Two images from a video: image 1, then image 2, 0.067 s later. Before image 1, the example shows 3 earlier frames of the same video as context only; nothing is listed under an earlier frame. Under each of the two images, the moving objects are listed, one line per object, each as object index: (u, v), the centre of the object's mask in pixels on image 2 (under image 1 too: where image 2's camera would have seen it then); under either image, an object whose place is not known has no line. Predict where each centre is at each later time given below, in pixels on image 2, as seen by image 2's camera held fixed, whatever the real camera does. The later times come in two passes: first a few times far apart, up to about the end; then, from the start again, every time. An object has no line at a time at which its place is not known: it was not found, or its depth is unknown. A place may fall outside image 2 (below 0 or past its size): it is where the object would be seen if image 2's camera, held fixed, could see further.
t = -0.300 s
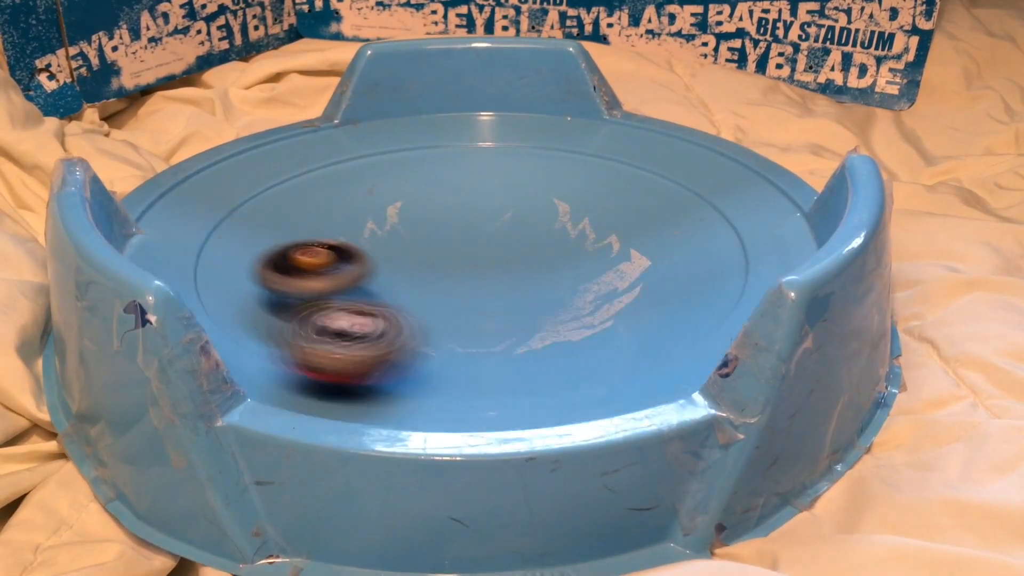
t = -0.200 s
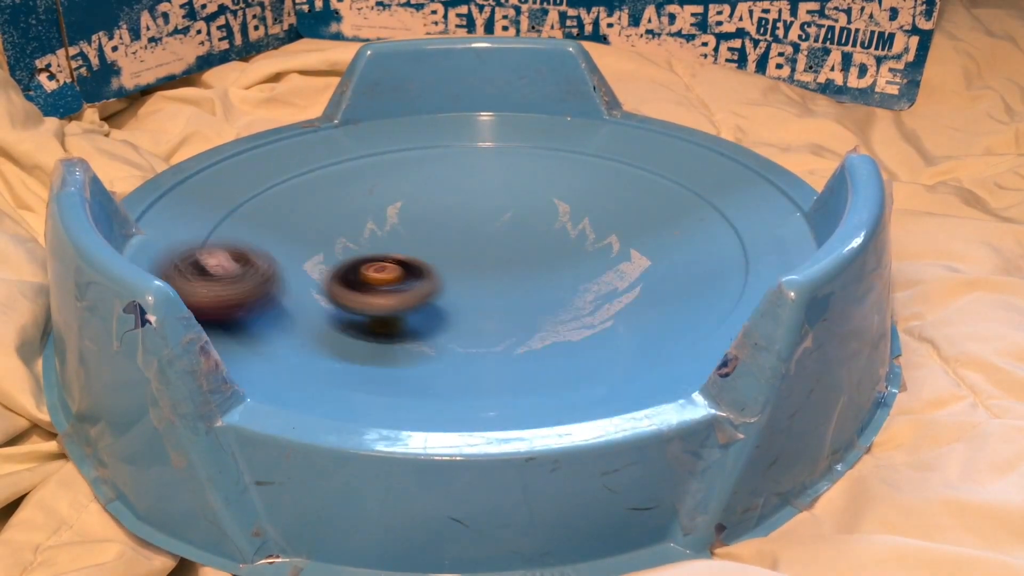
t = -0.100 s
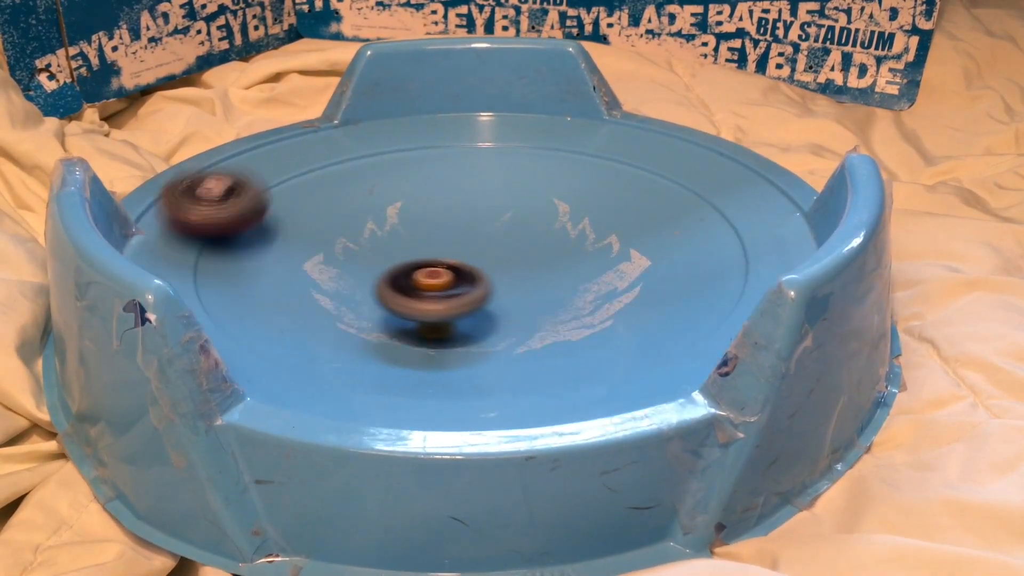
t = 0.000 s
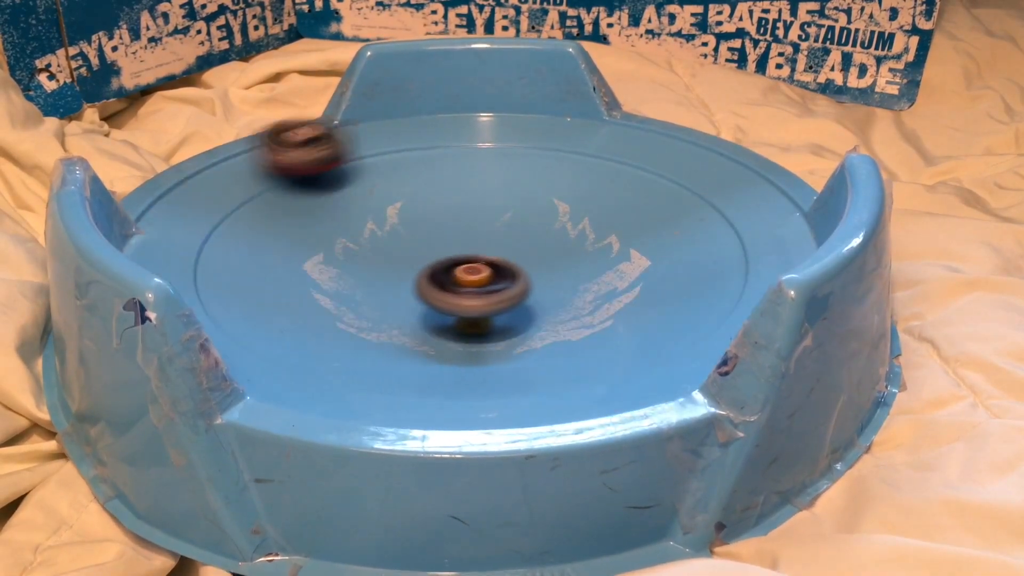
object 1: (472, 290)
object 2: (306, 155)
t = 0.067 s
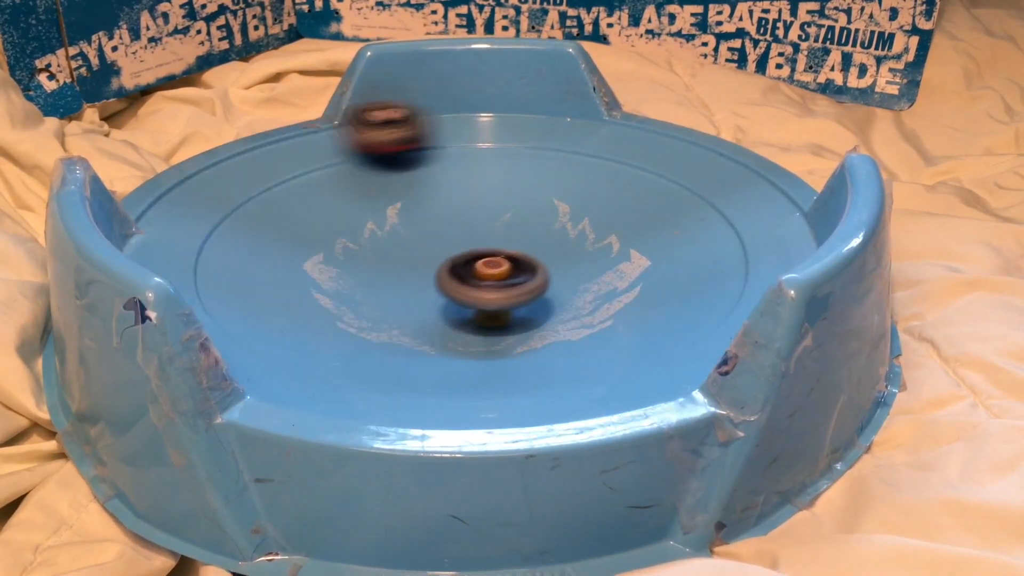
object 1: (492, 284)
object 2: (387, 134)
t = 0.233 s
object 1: (511, 264)
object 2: (595, 142)
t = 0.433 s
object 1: (493, 243)
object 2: (734, 239)
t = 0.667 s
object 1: (441, 237)
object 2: (258, 314)
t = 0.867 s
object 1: (448, 253)
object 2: (473, 128)
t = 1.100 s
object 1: (473, 235)
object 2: (559, 352)
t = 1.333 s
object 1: (460, 244)
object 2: (330, 147)
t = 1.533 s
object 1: (494, 235)
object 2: (730, 221)
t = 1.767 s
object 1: (479, 247)
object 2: (206, 259)
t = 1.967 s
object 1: (507, 240)
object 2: (549, 134)
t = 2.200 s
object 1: (485, 257)
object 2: (522, 357)
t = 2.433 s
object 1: (489, 247)
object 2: (326, 149)
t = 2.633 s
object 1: (482, 266)
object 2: (718, 203)
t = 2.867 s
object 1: (455, 252)
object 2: (242, 299)
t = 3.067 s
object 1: (476, 263)
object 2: (443, 131)
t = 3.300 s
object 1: (435, 247)
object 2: (689, 304)
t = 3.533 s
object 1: (477, 249)
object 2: (217, 214)
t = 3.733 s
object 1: (440, 237)
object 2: (578, 139)
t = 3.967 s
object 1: (486, 245)
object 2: (532, 352)
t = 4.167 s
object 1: (462, 234)
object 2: (243, 192)
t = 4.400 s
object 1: (501, 244)
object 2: (664, 169)
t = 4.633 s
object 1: (470, 245)
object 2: (365, 345)
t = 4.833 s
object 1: (509, 252)
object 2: (324, 157)
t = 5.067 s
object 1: (466, 252)
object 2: (709, 223)
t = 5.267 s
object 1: (498, 261)
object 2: (315, 326)
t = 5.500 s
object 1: (452, 253)
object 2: (437, 142)
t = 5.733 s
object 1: (483, 257)
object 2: (674, 294)
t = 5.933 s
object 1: (441, 246)
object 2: (241, 260)
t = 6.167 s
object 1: (476, 249)
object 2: (562, 153)
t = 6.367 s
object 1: (445, 238)
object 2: (598, 327)
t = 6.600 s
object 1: (484, 247)
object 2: (290, 195)
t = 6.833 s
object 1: (461, 237)
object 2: (664, 205)
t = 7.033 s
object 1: (497, 249)
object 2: (378, 329)
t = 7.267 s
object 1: (471, 242)
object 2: (433, 159)
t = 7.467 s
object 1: (499, 257)
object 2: (666, 266)
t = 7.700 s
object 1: (465, 249)
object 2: (273, 244)
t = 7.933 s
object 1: (496, 257)
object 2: (602, 183)
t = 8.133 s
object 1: (447, 248)
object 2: (476, 332)
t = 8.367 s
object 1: (482, 258)
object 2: (386, 175)
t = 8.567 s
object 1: (447, 239)
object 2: (657, 241)
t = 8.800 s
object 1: (478, 253)
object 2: (291, 267)
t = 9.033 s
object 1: (455, 232)
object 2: (566, 179)
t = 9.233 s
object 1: (477, 250)
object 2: (519, 325)
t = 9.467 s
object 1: (481, 235)
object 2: (366, 188)
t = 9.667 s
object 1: (479, 254)
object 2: (640, 231)
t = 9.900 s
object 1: (489, 242)
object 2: (312, 277)
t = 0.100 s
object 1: (500, 280)
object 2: (431, 130)
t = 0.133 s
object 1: (505, 276)
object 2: (475, 128)
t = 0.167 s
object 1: (509, 271)
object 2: (518, 130)
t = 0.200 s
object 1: (511, 268)
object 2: (558, 135)
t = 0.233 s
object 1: (511, 264)
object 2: (595, 142)
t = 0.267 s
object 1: (510, 260)
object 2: (630, 153)
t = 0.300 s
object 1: (508, 256)
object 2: (662, 165)
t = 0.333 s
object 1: (506, 252)
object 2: (690, 175)
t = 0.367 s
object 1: (502, 248)
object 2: (712, 195)
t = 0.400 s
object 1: (498, 245)
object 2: (727, 216)
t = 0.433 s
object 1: (493, 243)
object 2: (734, 239)
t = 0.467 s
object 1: (487, 240)
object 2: (729, 262)
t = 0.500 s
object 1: (482, 239)
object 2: (710, 286)
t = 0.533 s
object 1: (476, 238)
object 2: (677, 310)
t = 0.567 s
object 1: (471, 236)
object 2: (627, 331)
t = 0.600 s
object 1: (459, 236)
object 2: (496, 359)
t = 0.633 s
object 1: (449, 236)
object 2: (353, 349)
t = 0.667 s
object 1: (441, 237)
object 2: (258, 314)
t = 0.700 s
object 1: (434, 239)
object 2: (209, 265)
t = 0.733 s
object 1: (430, 242)
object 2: (210, 218)
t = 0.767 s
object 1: (429, 246)
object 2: (250, 181)
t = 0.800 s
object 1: (432, 249)
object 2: (314, 154)
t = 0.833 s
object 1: (439, 252)
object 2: (391, 135)
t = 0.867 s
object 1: (448, 253)
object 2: (473, 128)
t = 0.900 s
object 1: (456, 252)
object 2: (558, 133)
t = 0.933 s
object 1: (464, 250)
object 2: (631, 149)
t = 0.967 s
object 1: (470, 249)
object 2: (695, 176)
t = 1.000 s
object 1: (474, 245)
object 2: (735, 216)
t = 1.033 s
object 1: (475, 241)
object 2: (729, 267)
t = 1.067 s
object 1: (475, 239)
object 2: (674, 318)
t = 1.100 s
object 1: (473, 235)
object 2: (559, 352)
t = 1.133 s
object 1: (468, 233)
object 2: (425, 357)
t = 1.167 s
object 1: (463, 233)
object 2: (309, 336)
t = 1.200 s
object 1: (458, 233)
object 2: (240, 296)
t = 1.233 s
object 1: (453, 235)
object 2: (206, 252)
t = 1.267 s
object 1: (451, 238)
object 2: (217, 207)
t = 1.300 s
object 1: (454, 241)
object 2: (259, 171)
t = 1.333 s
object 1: (460, 244)
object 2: (330, 147)
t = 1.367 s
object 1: (468, 245)
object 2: (410, 132)
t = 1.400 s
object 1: (476, 245)
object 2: (495, 128)
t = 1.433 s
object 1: (484, 244)
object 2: (577, 136)
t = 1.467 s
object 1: (490, 241)
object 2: (645, 154)
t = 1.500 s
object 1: (494, 238)
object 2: (699, 183)
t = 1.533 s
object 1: (494, 235)
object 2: (730, 221)
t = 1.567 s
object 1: (491, 233)
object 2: (726, 266)
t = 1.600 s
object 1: (485, 232)
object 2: (680, 312)
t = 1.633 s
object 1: (479, 233)
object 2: (580, 348)
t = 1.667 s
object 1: (473, 236)
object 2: (451, 359)
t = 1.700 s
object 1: (470, 240)
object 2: (329, 342)
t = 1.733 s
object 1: (473, 244)
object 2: (246, 303)
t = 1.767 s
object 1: (479, 247)
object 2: (206, 259)
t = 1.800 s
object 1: (486, 249)
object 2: (210, 214)
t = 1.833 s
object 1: (494, 249)
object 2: (250, 178)
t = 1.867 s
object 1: (502, 248)
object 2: (315, 153)
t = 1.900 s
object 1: (507, 246)
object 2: (392, 136)
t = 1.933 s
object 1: (509, 243)
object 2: (472, 129)
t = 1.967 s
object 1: (507, 240)
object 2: (549, 134)
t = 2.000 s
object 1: (501, 239)
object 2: (617, 147)
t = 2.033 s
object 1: (494, 240)
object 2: (676, 170)
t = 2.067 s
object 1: (486, 241)
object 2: (718, 202)
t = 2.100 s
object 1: (481, 246)
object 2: (736, 244)
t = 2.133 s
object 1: (479, 250)
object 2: (710, 288)
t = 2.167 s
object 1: (480, 253)
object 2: (642, 332)
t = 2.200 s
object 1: (485, 257)
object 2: (522, 357)
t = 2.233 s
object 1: (492, 259)
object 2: (392, 355)
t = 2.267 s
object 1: (499, 258)
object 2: (288, 329)
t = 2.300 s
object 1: (505, 257)
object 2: (229, 287)
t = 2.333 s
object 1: (507, 253)
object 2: (205, 246)
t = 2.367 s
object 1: (505, 250)
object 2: (221, 204)
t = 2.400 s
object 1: (498, 248)
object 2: (262, 173)
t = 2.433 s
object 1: (489, 247)
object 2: (326, 149)
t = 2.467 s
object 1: (479, 249)
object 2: (400, 134)
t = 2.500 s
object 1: (472, 252)
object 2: (478, 129)
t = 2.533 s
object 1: (468, 256)
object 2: (555, 134)
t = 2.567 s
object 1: (469, 262)
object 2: (623, 148)
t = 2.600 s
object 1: (474, 265)
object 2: (678, 171)
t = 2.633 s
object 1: (482, 266)
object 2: (718, 203)
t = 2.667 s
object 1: (490, 264)
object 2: (734, 243)
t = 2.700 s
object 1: (494, 261)
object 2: (710, 286)
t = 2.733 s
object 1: (494, 257)
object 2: (647, 328)
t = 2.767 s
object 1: (487, 253)
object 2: (541, 353)
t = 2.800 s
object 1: (477, 251)
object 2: (419, 356)
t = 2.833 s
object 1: (465, 251)
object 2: (313, 337)
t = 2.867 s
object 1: (455, 252)
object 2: (242, 299)
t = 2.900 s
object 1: (448, 256)
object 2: (208, 259)
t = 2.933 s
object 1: (446, 260)
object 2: (212, 217)
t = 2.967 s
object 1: (450, 264)
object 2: (245, 183)
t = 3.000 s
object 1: (458, 266)
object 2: (301, 158)
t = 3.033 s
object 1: (468, 266)
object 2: (369, 139)
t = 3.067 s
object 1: (476, 263)
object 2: (443, 131)
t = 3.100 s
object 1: (482, 258)
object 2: (518, 131)
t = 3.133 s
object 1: (481, 252)
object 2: (587, 140)
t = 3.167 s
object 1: (474, 249)
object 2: (646, 159)
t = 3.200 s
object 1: (465, 246)
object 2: (694, 184)
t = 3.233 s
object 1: (454, 244)
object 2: (725, 220)
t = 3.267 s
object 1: (444, 245)
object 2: (726, 260)
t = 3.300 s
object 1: (435, 247)
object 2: (689, 304)
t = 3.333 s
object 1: (432, 251)
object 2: (615, 338)
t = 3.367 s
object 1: (434, 256)
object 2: (508, 356)
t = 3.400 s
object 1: (443, 259)
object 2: (390, 353)
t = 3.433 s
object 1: (454, 260)
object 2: (295, 332)
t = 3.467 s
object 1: (465, 259)
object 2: (235, 292)
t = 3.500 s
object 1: (473, 254)
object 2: (207, 253)
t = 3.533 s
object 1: (477, 249)
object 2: (217, 214)
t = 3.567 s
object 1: (476, 244)
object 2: (251, 183)
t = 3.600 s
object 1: (472, 239)
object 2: (304, 158)
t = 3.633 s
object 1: (465, 235)
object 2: (367, 140)
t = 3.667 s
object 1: (456, 234)
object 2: (437, 131)
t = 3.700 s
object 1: (448, 234)
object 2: (509, 131)
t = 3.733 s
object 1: (440, 237)
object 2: (578, 139)
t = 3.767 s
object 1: (436, 241)
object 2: (638, 155)
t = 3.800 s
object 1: (439, 245)
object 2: (686, 179)
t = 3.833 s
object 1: (446, 249)
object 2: (719, 213)
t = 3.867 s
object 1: (457, 251)
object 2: (726, 252)
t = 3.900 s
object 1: (469, 251)
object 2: (698, 294)
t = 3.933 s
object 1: (479, 249)
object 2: (632, 330)
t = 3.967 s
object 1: (486, 245)
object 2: (532, 352)
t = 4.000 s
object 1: (489, 241)
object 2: (420, 353)
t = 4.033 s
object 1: (488, 237)
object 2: (319, 334)
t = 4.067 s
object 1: (484, 233)
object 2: (251, 303)
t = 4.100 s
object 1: (477, 232)
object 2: (216, 264)
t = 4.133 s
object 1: (470, 232)
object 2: (215, 225)
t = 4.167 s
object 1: (462, 234)
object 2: (243, 192)
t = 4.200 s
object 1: (457, 238)
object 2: (288, 166)
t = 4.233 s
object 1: (458, 243)
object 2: (347, 147)
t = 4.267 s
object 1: (464, 247)
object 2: (412, 135)
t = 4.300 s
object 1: (474, 248)
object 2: (481, 131)
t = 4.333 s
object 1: (484, 248)
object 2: (548, 136)
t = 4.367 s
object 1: (494, 247)
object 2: (610, 148)
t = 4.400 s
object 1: (501, 244)
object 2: (664, 169)
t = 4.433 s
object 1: (504, 240)
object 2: (704, 198)
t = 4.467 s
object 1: (503, 238)
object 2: (721, 236)
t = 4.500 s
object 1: (498, 235)
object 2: (708, 277)
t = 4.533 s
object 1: (489, 234)
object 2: (661, 316)
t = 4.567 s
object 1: (481, 236)
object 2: (576, 344)
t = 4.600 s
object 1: (473, 240)
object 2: (468, 354)
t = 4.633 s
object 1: (470, 245)
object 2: (365, 345)
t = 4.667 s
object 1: (470, 249)
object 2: (280, 317)
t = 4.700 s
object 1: (475, 253)
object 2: (232, 281)
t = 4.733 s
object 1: (483, 256)
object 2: (217, 242)
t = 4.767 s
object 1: (494, 257)
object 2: (234, 206)
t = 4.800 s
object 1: (503, 255)
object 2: (270, 178)
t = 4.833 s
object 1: (509, 252)
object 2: (324, 157)
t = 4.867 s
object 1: (511, 248)
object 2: (384, 143)
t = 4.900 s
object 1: (508, 244)
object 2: (451, 137)
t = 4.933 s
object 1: (501, 241)
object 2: (518, 138)
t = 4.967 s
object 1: (490, 241)
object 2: (582, 146)
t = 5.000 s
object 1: (480, 244)
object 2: (639, 165)
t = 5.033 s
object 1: (471, 248)
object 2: (683, 189)
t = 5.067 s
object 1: (466, 252)
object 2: (709, 223)
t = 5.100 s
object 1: (465, 256)
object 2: (709, 263)
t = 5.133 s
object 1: (469, 261)
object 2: (675, 302)
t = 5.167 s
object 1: (476, 264)
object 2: (607, 333)
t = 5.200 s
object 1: (484, 263)
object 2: (506, 349)
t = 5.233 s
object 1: (493, 264)
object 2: (402, 346)
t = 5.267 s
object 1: (498, 261)
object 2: (315, 326)
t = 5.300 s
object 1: (499, 256)
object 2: (254, 293)
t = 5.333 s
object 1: (496, 252)
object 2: (230, 255)
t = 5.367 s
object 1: (489, 249)
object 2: (237, 220)
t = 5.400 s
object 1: (479, 247)
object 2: (269, 191)
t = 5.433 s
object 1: (468, 247)
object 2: (315, 167)
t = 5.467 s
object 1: (458, 250)
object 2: (373, 151)
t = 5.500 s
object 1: (452, 253)
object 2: (437, 142)
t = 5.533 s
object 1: (449, 257)
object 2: (502, 141)
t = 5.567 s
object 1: (451, 261)
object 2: (565, 148)
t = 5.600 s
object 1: (457, 263)
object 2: (623, 163)
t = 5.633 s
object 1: (464, 264)
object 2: (669, 186)
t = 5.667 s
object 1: (474, 264)
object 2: (697, 219)
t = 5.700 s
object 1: (480, 260)
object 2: (701, 256)
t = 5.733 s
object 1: (483, 257)
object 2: (674, 294)
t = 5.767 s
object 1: (481, 251)
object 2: (611, 326)
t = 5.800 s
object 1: (474, 248)
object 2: (520, 345)
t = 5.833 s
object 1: (466, 245)
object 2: (419, 346)
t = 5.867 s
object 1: (457, 244)
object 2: (329, 327)
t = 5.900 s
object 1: (449, 244)
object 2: (270, 297)
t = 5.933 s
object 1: (441, 246)
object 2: (241, 260)
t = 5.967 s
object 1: (437, 249)
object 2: (244, 224)
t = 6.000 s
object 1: (438, 253)
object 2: (272, 193)
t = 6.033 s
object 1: (444, 256)
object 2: (319, 172)
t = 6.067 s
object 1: (453, 257)
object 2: (375, 155)
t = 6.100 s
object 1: (463, 257)
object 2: (436, 146)
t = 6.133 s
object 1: (471, 254)
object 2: (500, 146)
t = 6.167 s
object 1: (476, 249)
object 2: (562, 153)
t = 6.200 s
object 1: (477, 244)
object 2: (618, 169)
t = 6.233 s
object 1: (474, 240)
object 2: (662, 192)
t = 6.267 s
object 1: (470, 237)
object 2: (688, 223)
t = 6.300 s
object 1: (461, 235)
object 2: (690, 259)
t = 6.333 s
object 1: (453, 236)
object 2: (662, 296)
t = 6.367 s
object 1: (445, 238)
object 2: (598, 327)
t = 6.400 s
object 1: (442, 241)
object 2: (507, 343)
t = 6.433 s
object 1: (442, 245)
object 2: (410, 341)
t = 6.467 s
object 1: (447, 249)
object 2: (328, 322)
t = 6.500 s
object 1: (456, 249)
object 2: (277, 293)
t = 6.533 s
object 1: (467, 252)
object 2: (251, 255)
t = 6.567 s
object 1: (476, 250)
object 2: (258, 222)
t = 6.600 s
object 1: (484, 247)
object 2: (290, 195)
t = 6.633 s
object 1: (488, 243)
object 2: (336, 174)
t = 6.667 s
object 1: (489, 239)
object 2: (393, 159)
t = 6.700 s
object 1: (487, 235)
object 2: (453, 152)
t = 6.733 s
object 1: (482, 233)
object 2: (516, 153)
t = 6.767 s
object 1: (475, 232)
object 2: (576, 162)
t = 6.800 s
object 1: (467, 234)
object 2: (627, 180)
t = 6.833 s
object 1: (461, 237)
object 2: (664, 205)
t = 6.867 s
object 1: (459, 241)
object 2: (682, 238)
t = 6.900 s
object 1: (462, 246)
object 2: (673, 274)
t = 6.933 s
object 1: (469, 249)
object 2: (632, 306)
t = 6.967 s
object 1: (479, 251)
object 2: (554, 328)
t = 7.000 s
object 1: (489, 251)
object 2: (467, 338)
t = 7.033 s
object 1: (497, 249)
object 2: (378, 329)
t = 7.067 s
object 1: (503, 246)
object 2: (312, 307)
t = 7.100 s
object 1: (505, 242)
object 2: (272, 274)
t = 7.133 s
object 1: (502, 239)
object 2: (267, 241)
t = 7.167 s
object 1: (495, 237)
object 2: (285, 210)
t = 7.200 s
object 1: (486, 237)
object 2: (323, 186)
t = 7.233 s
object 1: (478, 239)
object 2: (375, 169)
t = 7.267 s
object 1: (471, 242)
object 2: (433, 159)
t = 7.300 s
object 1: (468, 247)
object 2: (496, 157)
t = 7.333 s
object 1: (469, 251)
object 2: (554, 164)
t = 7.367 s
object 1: (474, 254)
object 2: (606, 179)
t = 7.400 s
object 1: (481, 259)
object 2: (646, 201)
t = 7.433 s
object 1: (490, 259)
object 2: (669, 231)
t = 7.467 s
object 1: (499, 257)
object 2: (666, 266)
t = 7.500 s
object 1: (504, 254)
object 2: (630, 299)
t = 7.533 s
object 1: (506, 250)
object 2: (564, 324)
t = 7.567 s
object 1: (503, 246)
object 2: (481, 334)
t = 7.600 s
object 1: (494, 244)
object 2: (394, 326)
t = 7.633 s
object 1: (484, 244)
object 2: (328, 308)
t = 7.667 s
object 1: (474, 245)
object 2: (285, 276)
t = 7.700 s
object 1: (465, 249)
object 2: (273, 244)
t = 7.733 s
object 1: (460, 253)
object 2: (289, 215)
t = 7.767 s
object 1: (460, 258)
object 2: (326, 192)
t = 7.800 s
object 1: (465, 262)
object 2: (375, 174)
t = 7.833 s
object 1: (474, 264)
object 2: (433, 165)
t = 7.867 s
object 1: (484, 264)
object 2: (492, 162)
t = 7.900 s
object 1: (492, 262)
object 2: (550, 169)
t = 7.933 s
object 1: (496, 257)
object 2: (602, 183)
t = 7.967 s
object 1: (495, 252)
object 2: (642, 205)
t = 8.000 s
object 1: (489, 247)
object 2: (662, 235)
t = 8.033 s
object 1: (479, 245)
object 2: (658, 268)
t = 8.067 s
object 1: (468, 244)
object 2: (623, 300)
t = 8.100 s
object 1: (456, 246)
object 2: (557, 320)
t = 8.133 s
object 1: (447, 248)
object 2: (476, 332)
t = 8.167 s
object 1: (442, 252)
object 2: (393, 326)
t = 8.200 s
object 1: (442, 258)
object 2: (330, 305)
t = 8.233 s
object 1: (447, 261)
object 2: (290, 274)
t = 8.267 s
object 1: (456, 264)
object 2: (282, 242)
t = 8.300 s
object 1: (466, 264)
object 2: (299, 214)
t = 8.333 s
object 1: (475, 262)
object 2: (337, 192)
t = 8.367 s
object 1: (482, 258)
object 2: (386, 175)
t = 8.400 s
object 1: (485, 252)
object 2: (442, 167)
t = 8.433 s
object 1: (483, 247)
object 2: (501, 166)
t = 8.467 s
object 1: (477, 243)
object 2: (557, 173)
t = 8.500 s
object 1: (468, 239)
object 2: (606, 188)
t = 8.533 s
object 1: (457, 238)
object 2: (640, 211)
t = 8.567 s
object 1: (447, 239)
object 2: (657, 241)
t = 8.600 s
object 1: (439, 242)
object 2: (648, 273)
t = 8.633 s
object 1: (435, 247)
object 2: (607, 301)
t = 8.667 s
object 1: (437, 252)
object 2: (541, 324)
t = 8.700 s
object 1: (445, 253)
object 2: (461, 331)
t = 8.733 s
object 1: (457, 258)
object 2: (383, 322)
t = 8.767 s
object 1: (469, 256)
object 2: (326, 299)
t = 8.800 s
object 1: (478, 253)
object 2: (291, 267)
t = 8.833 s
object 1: (484, 249)
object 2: (289, 239)
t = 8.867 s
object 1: (486, 244)
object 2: (312, 213)
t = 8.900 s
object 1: (485, 240)
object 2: (348, 191)
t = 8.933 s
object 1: (480, 237)
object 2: (400, 176)
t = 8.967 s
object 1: (473, 234)
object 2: (454, 168)
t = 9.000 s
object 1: (464, 233)
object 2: (512, 170)
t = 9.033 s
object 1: (455, 232)
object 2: (566, 179)
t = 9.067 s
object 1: (450, 238)
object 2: (610, 196)
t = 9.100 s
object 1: (448, 240)
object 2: (640, 220)
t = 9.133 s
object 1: (451, 244)
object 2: (651, 250)
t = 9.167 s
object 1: (458, 250)
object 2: (636, 281)
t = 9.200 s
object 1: (467, 252)
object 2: (588, 306)
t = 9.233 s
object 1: (477, 250)
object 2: (519, 325)
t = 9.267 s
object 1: (487, 251)
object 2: (444, 328)
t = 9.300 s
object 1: (494, 248)
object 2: (369, 315)
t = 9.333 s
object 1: (498, 245)
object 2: (318, 289)
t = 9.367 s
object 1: (499, 241)
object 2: (294, 260)
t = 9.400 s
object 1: (496, 237)
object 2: (298, 231)
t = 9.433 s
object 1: (489, 235)
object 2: (326, 207)
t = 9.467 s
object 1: (481, 235)
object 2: (366, 188)
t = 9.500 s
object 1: (473, 237)
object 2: (417, 176)
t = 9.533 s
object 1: (467, 240)
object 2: (473, 171)
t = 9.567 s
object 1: (465, 245)
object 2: (528, 174)
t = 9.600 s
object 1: (467, 249)
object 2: (578, 186)
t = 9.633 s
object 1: (472, 252)
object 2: (618, 205)
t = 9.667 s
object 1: (479, 254)
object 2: (640, 231)
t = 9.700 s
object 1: (488, 255)
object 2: (643, 260)
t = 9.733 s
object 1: (496, 254)
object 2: (617, 290)
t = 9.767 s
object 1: (502, 250)
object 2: (563, 314)
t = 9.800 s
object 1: (504, 245)
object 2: (492, 325)
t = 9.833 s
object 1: (502, 245)
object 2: (417, 323)
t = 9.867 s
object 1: (496, 243)
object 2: (354, 306)
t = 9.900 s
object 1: (489, 242)
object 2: (312, 277)
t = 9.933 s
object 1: (481, 243)
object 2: (300, 249)
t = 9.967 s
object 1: (473, 245)
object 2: (315, 224)
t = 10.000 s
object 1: (468, 248)
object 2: (345, 201)
